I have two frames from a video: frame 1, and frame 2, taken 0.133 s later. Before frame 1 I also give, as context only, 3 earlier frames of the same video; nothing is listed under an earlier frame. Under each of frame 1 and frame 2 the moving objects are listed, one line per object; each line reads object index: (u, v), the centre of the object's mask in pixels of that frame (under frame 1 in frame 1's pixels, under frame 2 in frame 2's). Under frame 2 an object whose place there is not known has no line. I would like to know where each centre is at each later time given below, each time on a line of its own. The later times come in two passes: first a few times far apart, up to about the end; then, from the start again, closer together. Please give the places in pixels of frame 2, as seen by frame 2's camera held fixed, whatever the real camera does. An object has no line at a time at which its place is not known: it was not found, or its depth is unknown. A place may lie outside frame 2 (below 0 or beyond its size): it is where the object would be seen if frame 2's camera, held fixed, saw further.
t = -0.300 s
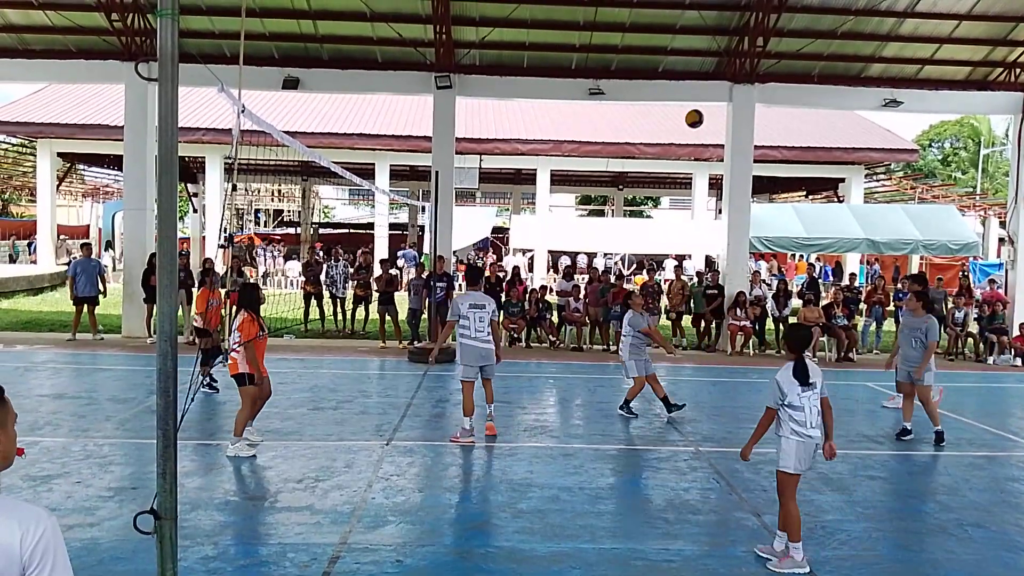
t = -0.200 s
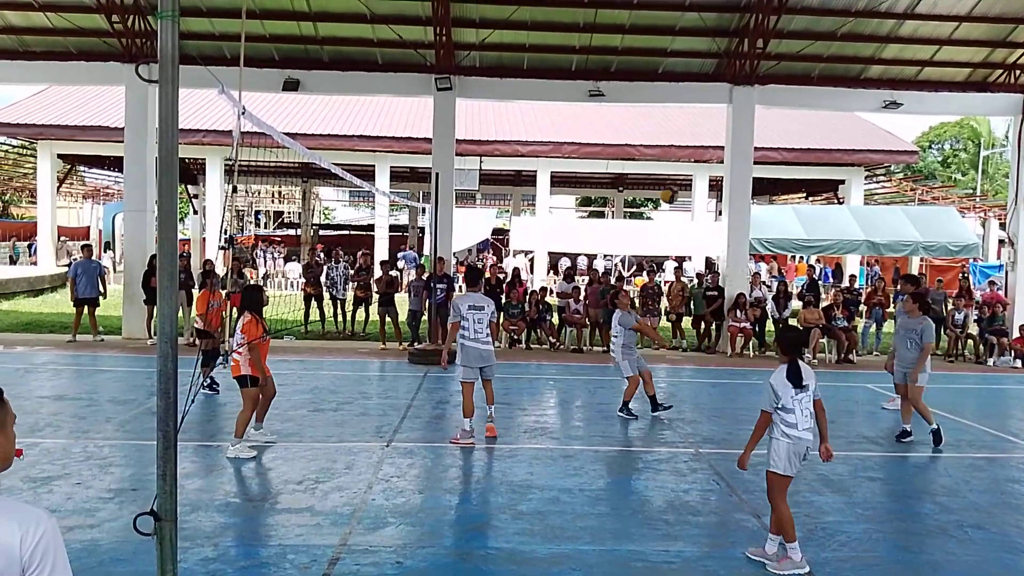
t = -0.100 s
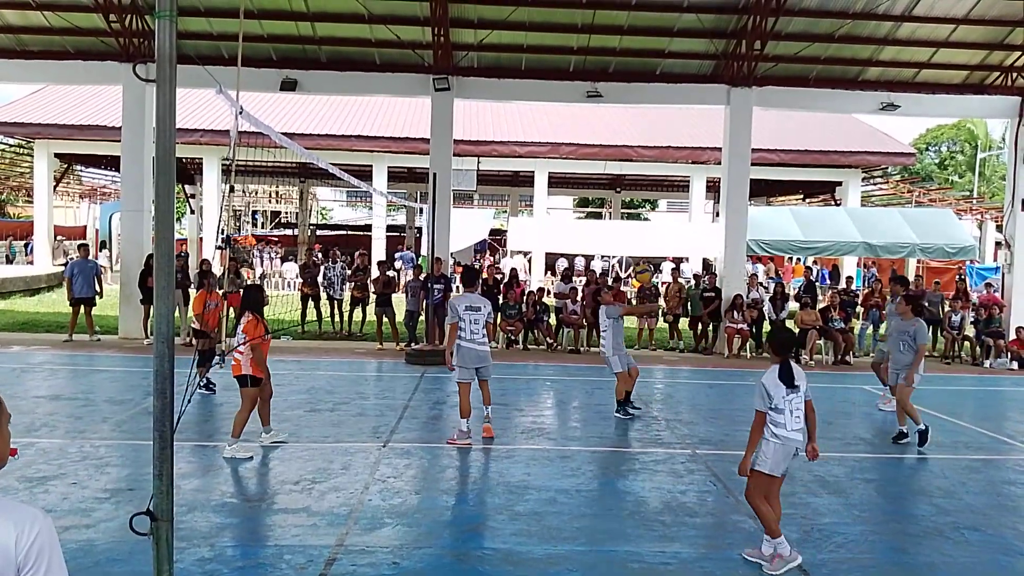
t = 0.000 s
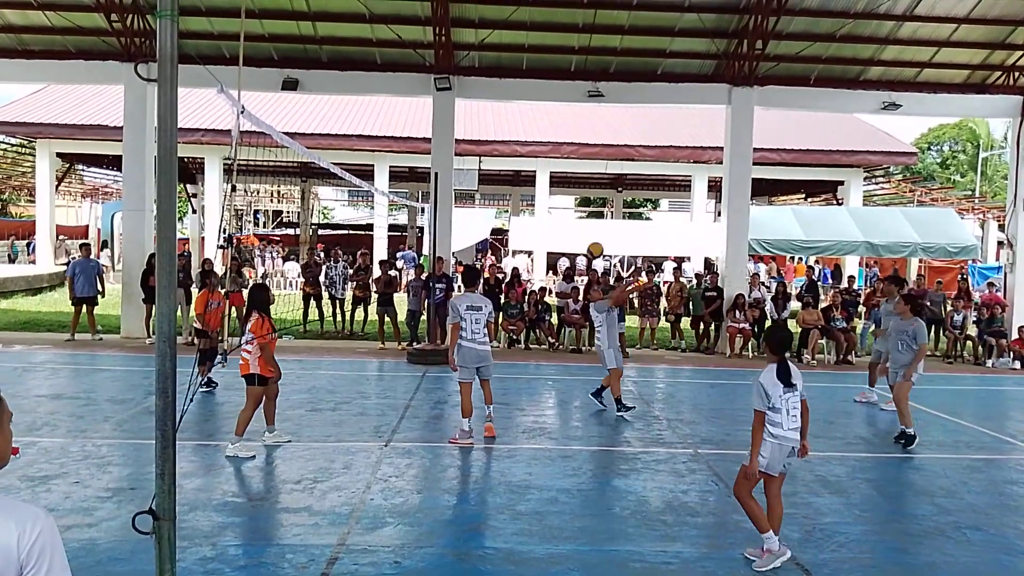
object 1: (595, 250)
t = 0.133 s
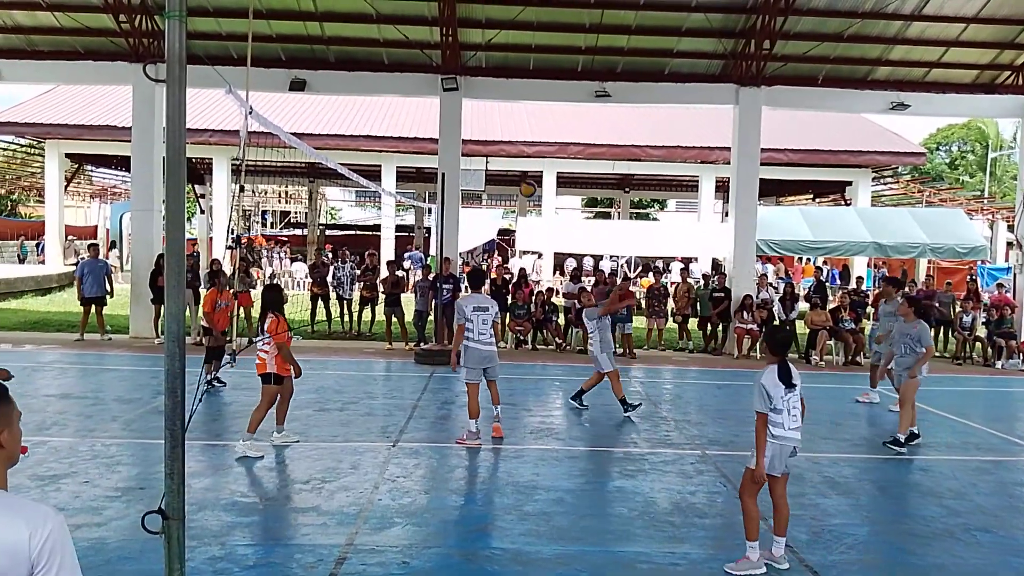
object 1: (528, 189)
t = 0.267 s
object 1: (455, 144)
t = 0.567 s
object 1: (300, 101)
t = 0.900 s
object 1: (144, 143)
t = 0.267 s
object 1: (455, 144)
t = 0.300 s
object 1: (438, 135)
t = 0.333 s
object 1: (420, 127)
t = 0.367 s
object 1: (402, 121)
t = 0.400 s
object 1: (384, 115)
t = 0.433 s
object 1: (367, 110)
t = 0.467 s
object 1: (350, 107)
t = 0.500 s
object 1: (333, 104)
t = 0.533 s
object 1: (316, 102)
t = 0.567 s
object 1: (300, 101)
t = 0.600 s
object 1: (283, 101)
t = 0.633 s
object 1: (267, 102)
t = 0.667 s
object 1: (253, 102)
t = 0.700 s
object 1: (234, 109)
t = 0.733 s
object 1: (220, 112)
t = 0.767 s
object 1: (205, 116)
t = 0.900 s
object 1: (144, 143)
